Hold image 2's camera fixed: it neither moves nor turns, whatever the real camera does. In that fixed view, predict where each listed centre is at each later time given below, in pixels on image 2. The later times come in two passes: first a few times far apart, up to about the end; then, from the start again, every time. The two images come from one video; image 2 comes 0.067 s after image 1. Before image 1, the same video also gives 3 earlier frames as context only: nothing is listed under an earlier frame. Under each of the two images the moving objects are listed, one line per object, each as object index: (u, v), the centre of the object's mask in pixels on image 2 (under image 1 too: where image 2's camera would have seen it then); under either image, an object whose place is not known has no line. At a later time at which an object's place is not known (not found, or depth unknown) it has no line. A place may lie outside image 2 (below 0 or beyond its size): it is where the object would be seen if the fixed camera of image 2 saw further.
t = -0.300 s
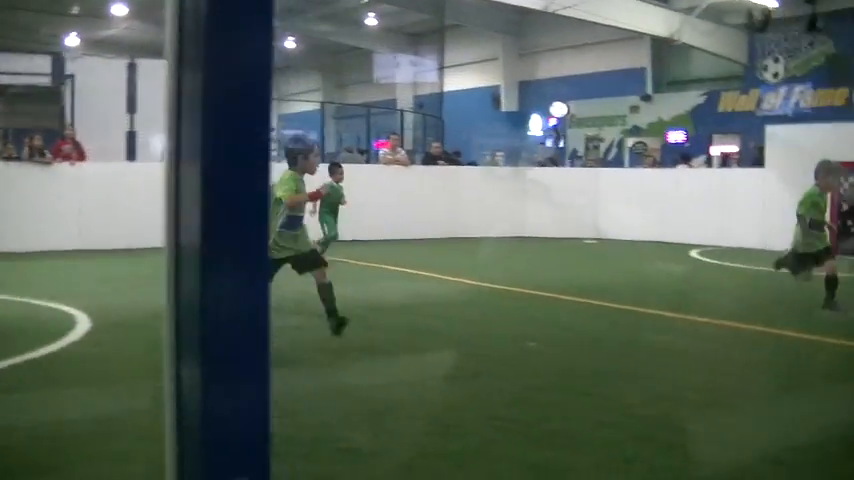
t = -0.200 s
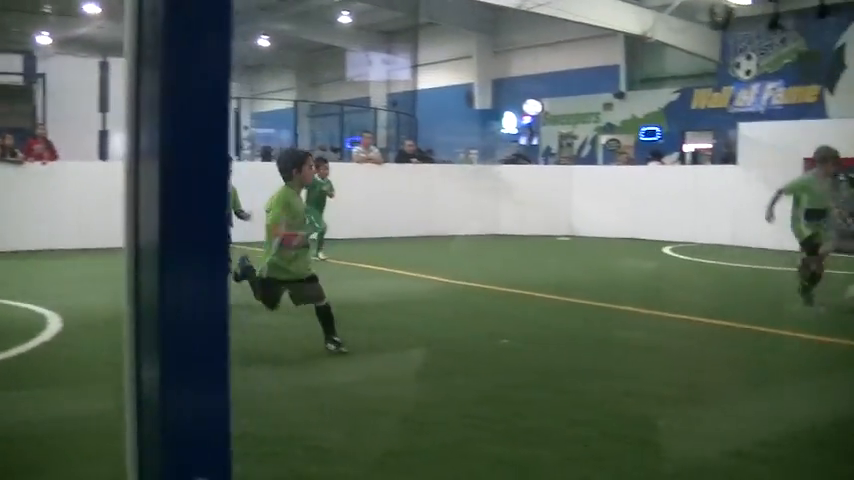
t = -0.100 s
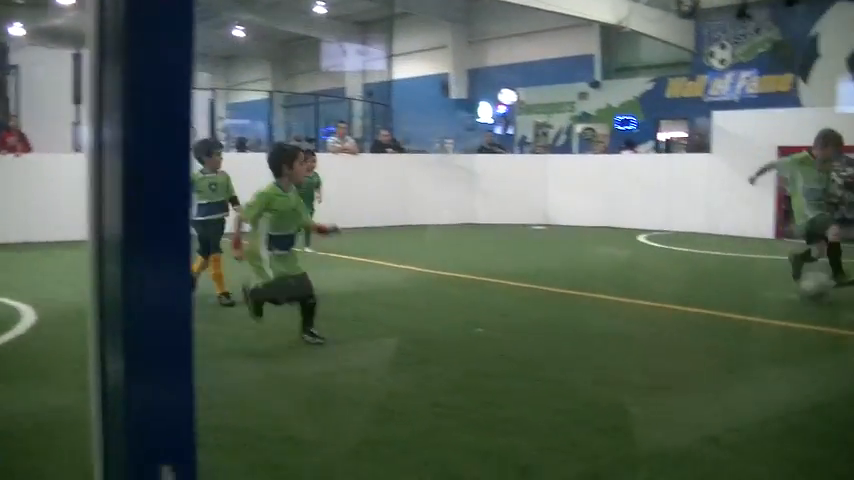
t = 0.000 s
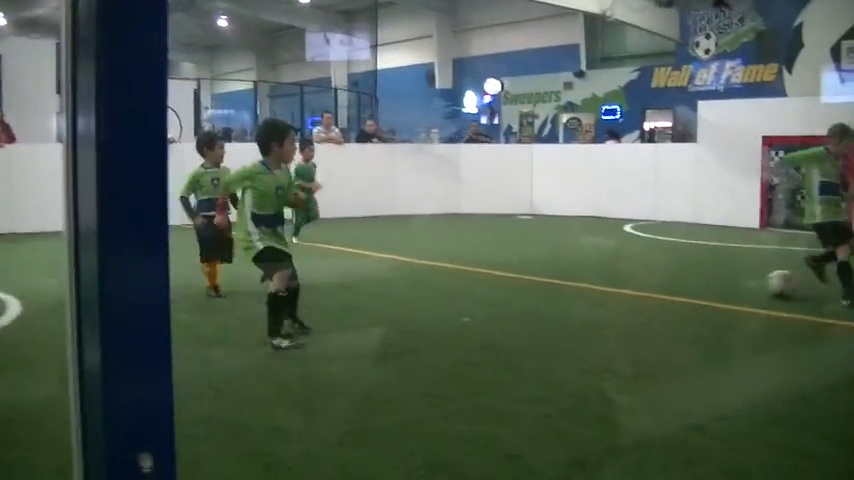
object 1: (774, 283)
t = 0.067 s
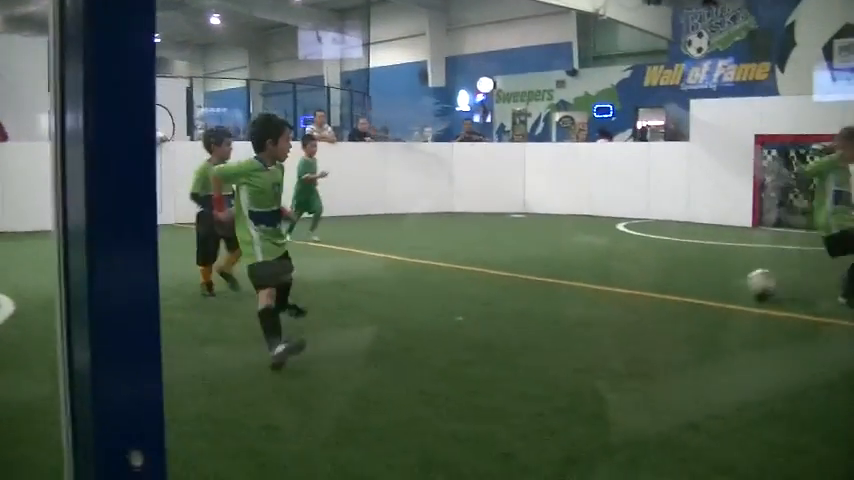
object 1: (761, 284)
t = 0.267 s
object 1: (718, 297)
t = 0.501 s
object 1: (660, 312)
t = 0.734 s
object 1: (585, 326)
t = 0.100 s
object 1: (755, 287)
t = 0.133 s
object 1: (745, 287)
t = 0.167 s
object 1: (741, 288)
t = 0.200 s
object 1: (734, 289)
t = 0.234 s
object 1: (727, 293)
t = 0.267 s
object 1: (718, 297)
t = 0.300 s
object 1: (712, 298)
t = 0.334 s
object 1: (704, 299)
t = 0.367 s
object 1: (696, 303)
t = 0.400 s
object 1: (687, 306)
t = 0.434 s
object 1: (678, 307)
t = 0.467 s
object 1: (669, 308)
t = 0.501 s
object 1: (660, 312)
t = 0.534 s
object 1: (651, 314)
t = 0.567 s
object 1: (641, 315)
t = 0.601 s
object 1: (631, 317)
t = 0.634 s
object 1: (622, 321)
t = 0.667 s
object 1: (612, 323)
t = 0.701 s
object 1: (600, 325)
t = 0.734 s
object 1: (585, 326)
